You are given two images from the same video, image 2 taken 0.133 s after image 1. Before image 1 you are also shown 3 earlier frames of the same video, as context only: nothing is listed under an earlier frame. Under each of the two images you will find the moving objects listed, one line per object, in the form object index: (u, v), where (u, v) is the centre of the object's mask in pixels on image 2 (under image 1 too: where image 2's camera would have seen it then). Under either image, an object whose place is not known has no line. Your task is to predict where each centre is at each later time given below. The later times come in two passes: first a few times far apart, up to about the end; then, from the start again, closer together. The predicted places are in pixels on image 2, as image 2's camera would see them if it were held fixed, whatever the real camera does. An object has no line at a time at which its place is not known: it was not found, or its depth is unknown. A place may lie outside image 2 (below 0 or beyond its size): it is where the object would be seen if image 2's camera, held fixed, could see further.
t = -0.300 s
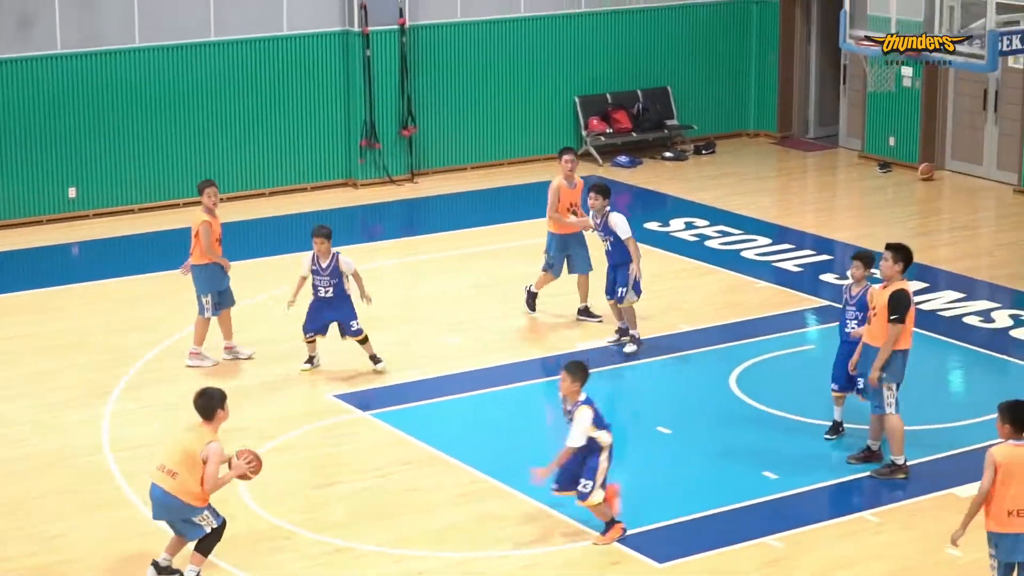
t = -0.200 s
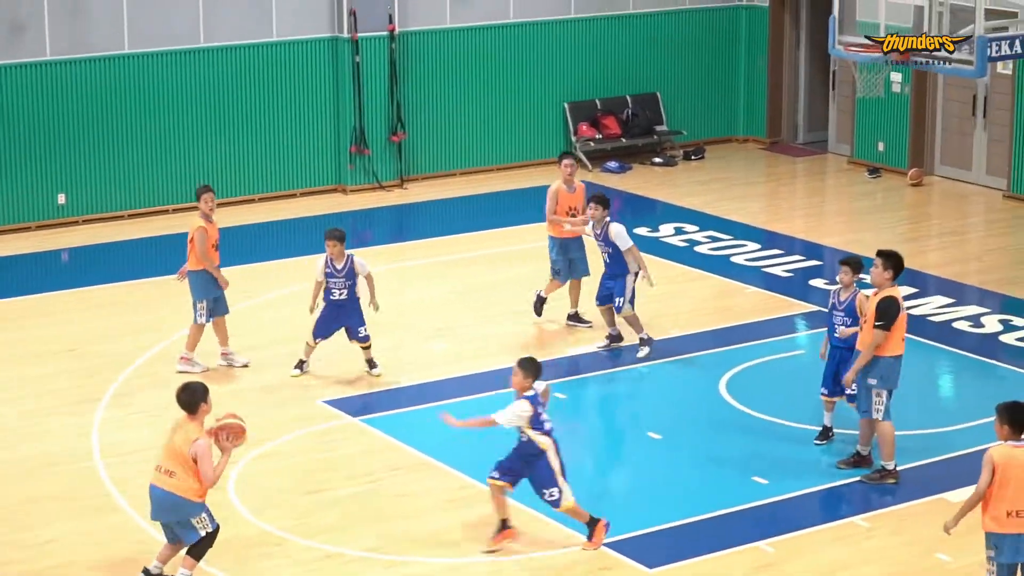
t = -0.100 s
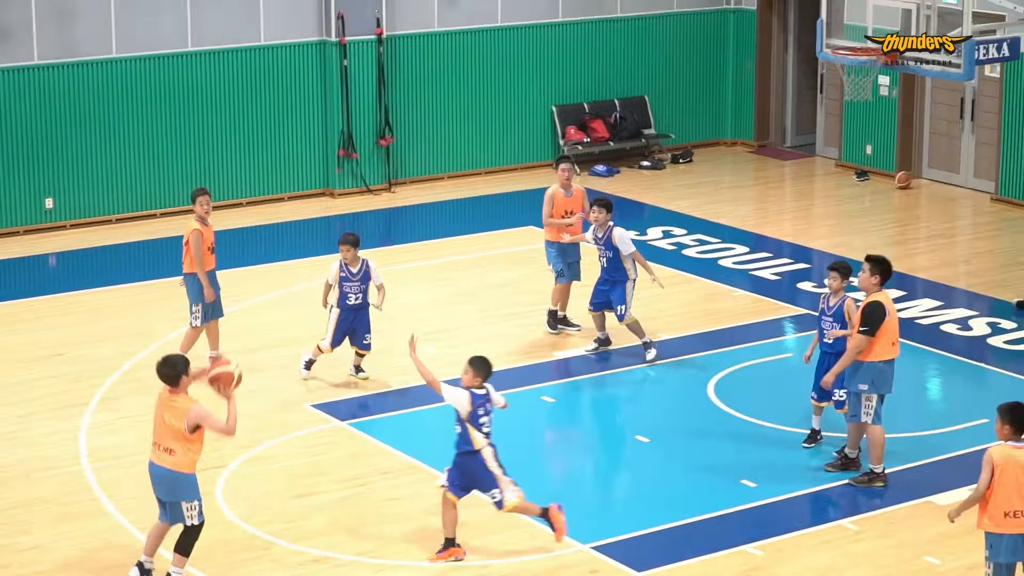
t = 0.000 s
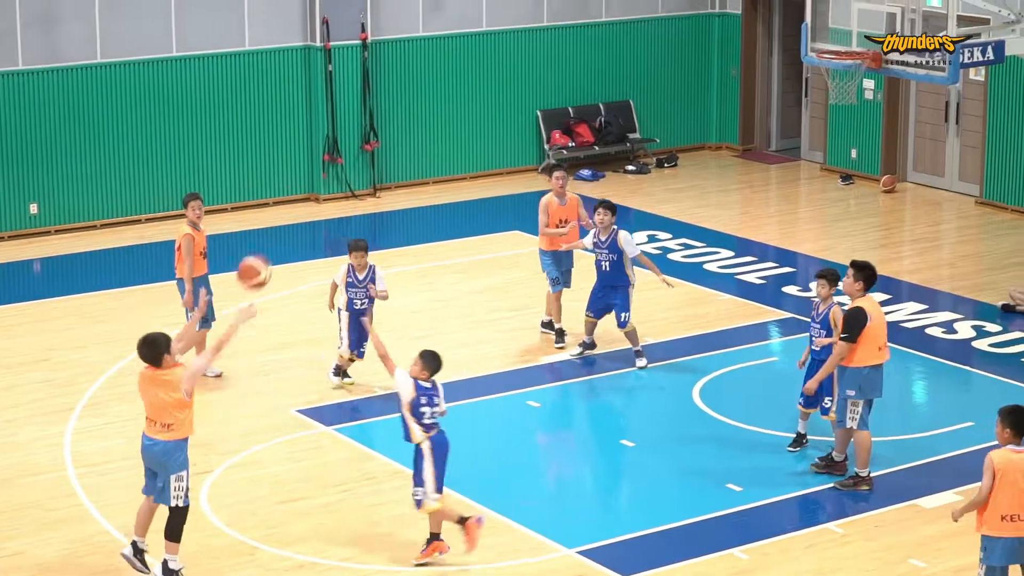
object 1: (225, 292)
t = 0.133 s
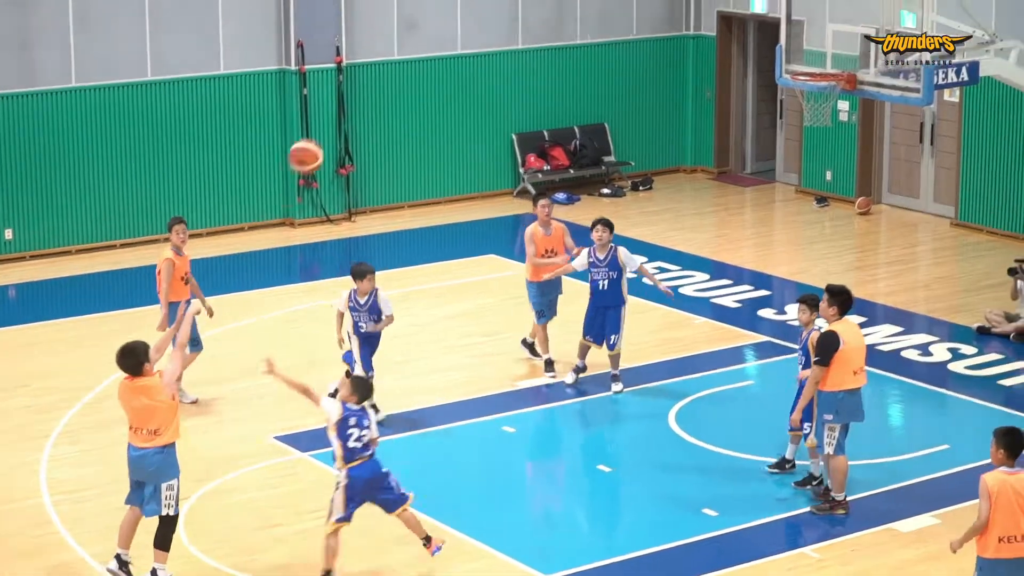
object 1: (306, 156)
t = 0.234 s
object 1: (362, 69)
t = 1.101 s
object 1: (770, -63)
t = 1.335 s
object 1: (845, 54)
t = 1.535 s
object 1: (823, 45)
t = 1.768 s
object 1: (792, 59)
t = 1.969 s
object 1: (774, 58)
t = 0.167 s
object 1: (325, 126)
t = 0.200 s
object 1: (344, 97)
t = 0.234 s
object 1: (362, 69)
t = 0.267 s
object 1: (380, 43)
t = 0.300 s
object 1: (398, 18)
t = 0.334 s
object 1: (415, -4)
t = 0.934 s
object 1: (705, -115)
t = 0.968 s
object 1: (720, -108)
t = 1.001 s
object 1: (732, -98)
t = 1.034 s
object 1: (745, -87)
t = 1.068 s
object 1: (760, -75)
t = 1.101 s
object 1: (770, -63)
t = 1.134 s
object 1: (782, -49)
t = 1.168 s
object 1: (794, -32)
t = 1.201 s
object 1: (806, -18)
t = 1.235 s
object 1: (818, -1)
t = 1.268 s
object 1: (829, 17)
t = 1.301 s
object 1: (841, 36)
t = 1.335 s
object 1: (845, 54)
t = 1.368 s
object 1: (833, 66)
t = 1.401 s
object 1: (817, 71)
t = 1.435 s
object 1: (809, 69)
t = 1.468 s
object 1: (814, 61)
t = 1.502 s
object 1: (818, 52)
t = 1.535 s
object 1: (823, 45)
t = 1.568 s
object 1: (827, 39)
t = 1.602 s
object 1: (822, 40)
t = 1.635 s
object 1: (816, 43)
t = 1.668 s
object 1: (809, 48)
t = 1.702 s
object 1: (803, 53)
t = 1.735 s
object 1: (796, 60)
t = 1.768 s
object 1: (792, 59)
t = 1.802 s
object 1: (790, 56)
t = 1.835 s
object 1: (787, 55)
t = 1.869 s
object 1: (783, 54)
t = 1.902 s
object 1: (780, 54)
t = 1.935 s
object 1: (777, 56)
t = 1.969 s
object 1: (774, 58)
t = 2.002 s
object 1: (771, 63)
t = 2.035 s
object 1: (767, 69)
